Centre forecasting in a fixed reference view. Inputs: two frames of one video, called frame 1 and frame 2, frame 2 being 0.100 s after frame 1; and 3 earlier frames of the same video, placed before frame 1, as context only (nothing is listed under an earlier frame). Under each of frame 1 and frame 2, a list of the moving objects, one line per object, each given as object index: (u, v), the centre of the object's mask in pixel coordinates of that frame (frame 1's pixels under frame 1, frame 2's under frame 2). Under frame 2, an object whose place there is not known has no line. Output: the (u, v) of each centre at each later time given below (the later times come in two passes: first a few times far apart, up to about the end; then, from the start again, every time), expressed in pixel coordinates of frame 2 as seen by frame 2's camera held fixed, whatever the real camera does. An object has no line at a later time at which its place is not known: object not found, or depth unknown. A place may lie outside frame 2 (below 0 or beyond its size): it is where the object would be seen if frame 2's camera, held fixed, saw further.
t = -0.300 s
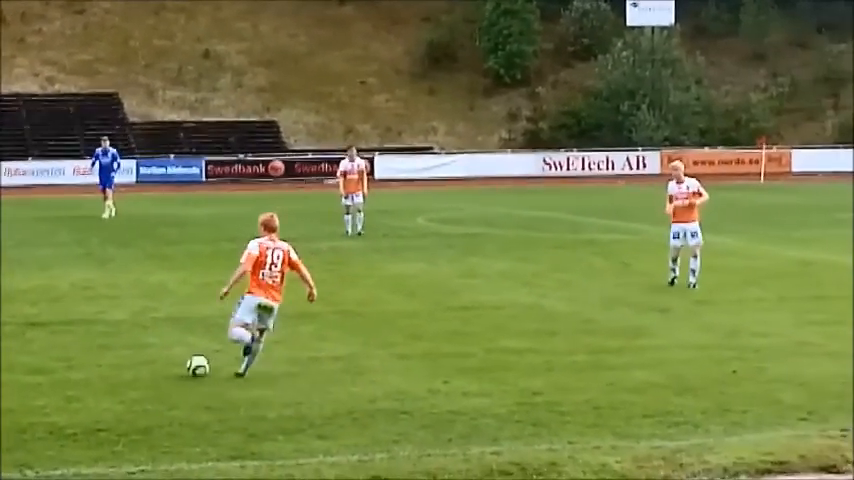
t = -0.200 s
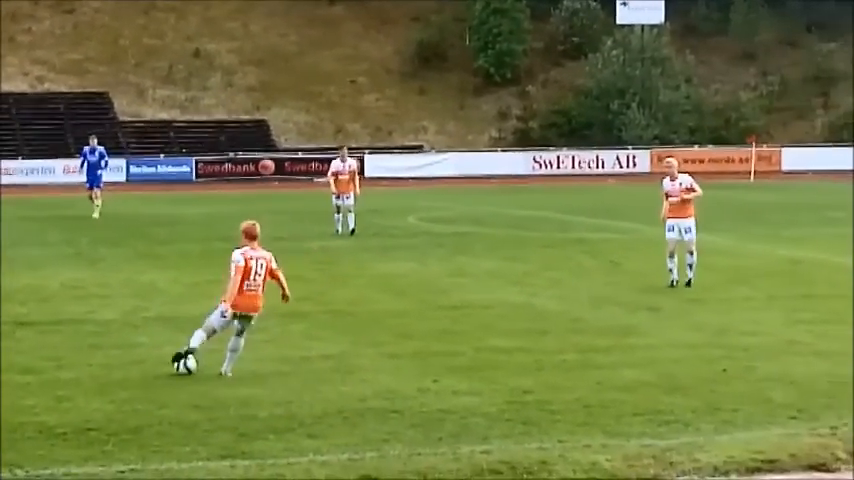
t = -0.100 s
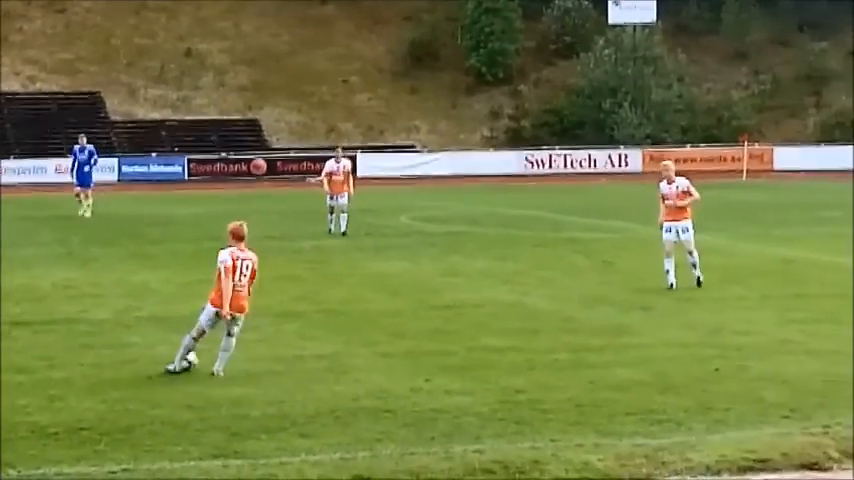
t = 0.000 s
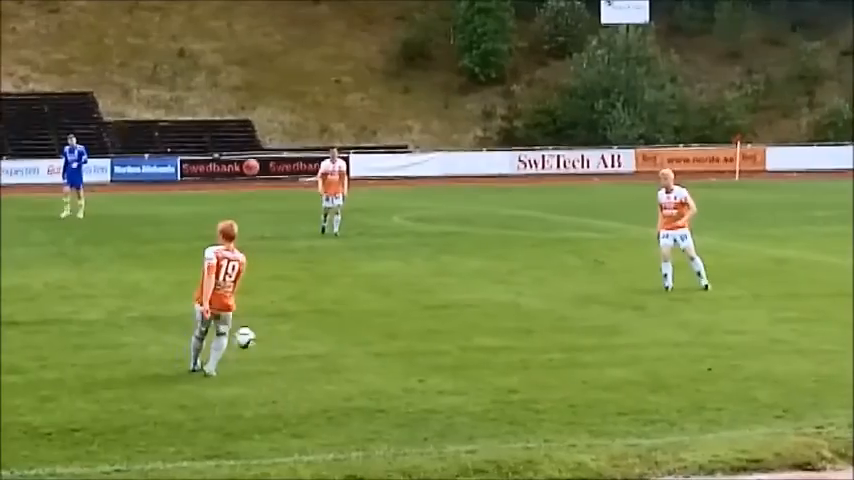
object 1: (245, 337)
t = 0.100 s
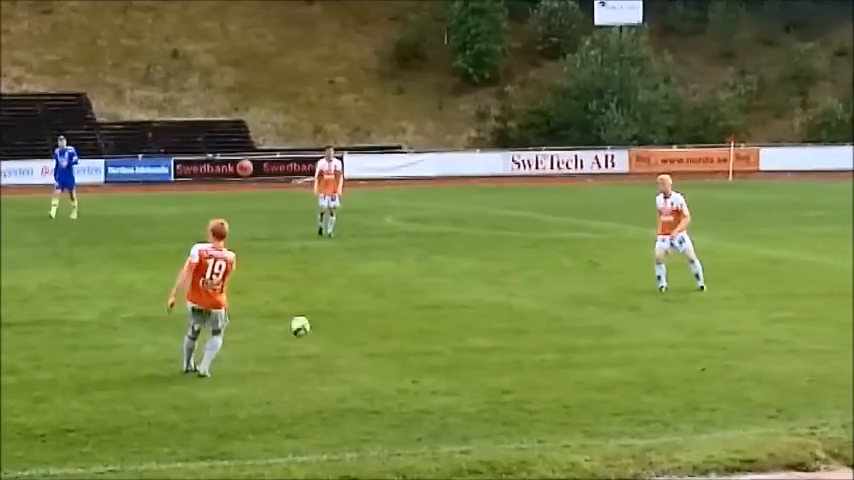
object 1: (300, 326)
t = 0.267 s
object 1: (391, 321)
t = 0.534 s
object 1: (497, 308)
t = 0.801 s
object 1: (567, 296)
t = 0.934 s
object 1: (595, 293)
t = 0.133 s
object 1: (317, 322)
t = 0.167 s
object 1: (337, 321)
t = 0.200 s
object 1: (356, 320)
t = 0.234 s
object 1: (374, 320)
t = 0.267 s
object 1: (391, 321)
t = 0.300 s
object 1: (408, 323)
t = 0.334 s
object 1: (422, 320)
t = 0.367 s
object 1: (436, 316)
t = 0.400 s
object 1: (449, 313)
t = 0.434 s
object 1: (462, 313)
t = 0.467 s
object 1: (475, 311)
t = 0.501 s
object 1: (487, 310)
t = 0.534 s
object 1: (497, 308)
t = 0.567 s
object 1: (507, 304)
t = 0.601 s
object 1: (517, 302)
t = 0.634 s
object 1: (527, 300)
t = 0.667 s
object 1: (536, 301)
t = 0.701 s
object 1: (546, 301)
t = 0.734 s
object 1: (553, 299)
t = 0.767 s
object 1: (560, 297)
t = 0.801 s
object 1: (567, 296)
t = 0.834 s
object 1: (574, 295)
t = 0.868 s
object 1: (582, 295)
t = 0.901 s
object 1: (588, 294)
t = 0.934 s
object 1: (595, 293)
